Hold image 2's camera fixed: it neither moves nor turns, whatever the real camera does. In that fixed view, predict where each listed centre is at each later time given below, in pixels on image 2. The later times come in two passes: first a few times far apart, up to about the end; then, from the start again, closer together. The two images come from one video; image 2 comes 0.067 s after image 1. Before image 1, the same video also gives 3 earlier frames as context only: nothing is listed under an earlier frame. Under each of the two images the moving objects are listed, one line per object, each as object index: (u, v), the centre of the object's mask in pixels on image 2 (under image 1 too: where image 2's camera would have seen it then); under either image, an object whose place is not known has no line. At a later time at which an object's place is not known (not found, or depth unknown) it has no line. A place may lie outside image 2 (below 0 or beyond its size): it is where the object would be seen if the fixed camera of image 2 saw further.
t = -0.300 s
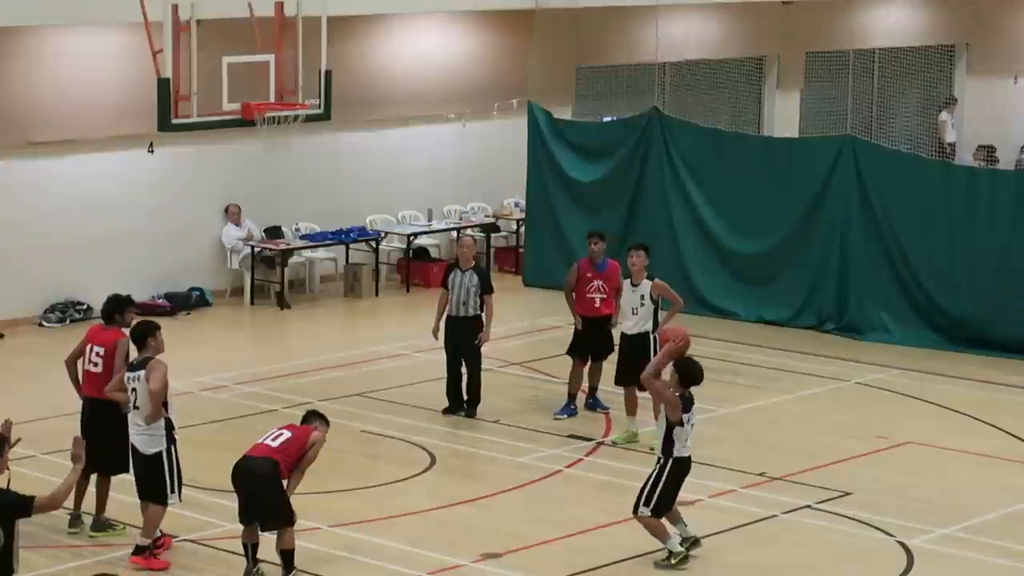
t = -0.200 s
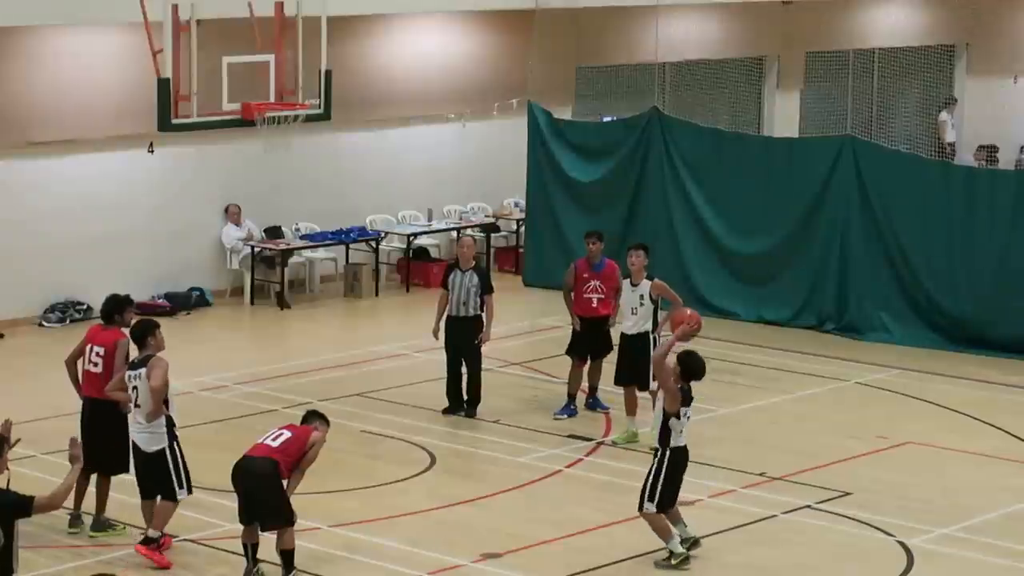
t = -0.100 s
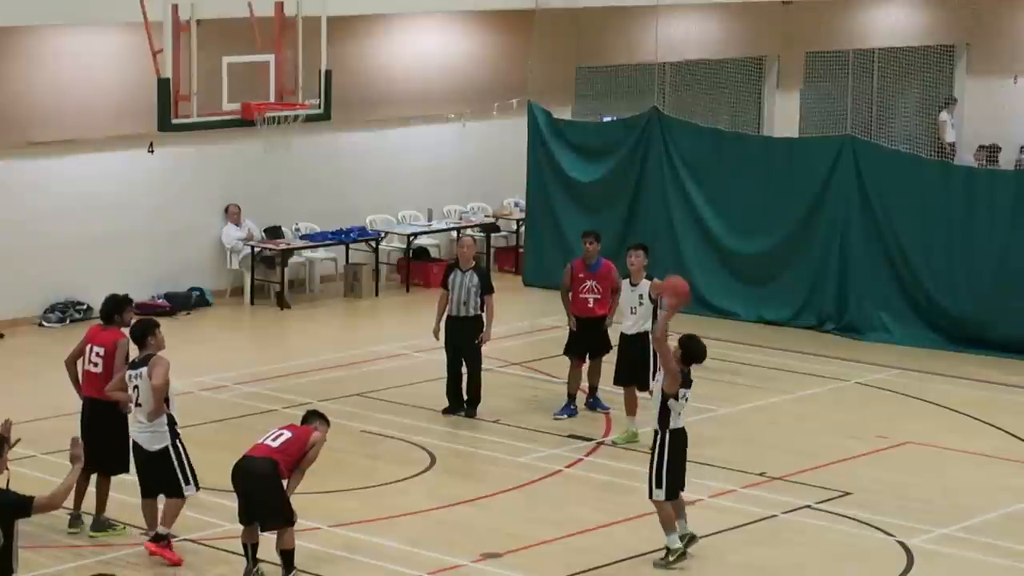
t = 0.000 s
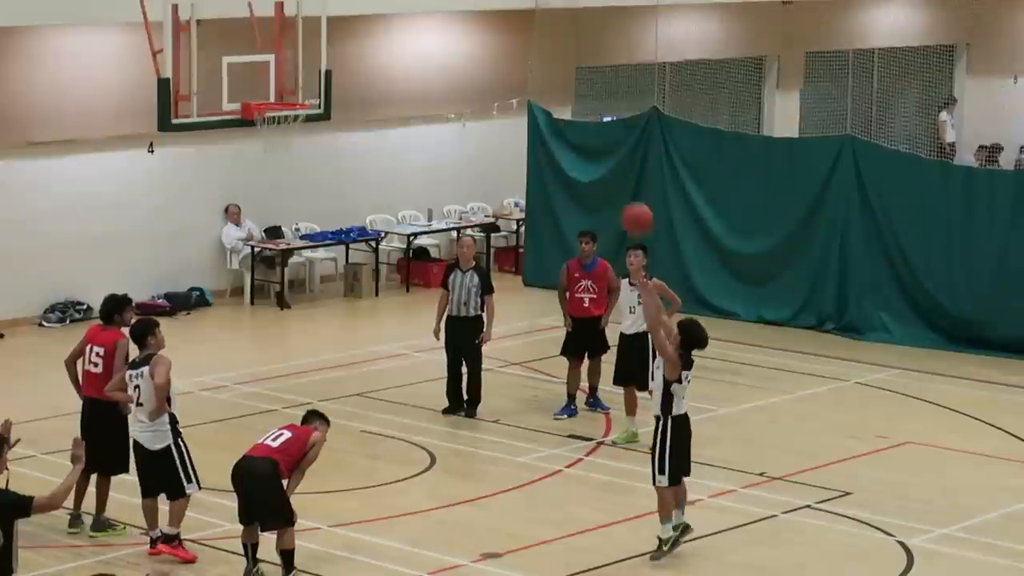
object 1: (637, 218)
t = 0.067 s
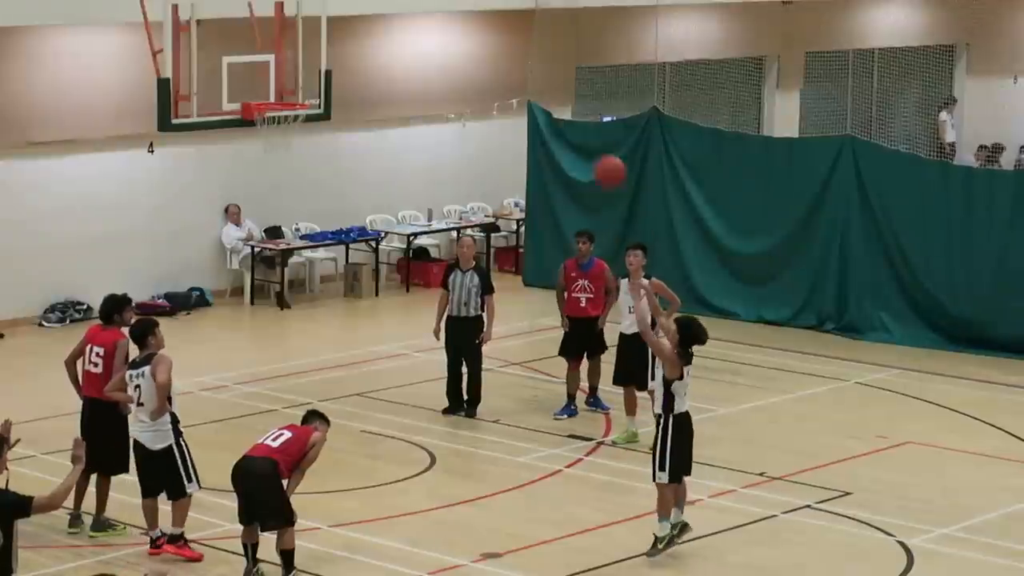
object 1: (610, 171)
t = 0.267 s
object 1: (527, 67)
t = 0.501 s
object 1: (439, 13)
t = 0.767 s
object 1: (344, 36)
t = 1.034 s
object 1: (265, 130)
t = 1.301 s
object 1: (246, 263)
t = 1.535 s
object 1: (230, 439)
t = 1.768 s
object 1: (252, 327)
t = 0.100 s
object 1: (595, 150)
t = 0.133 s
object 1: (582, 131)
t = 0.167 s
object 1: (568, 112)
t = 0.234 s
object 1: (541, 80)
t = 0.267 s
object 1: (527, 67)
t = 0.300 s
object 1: (515, 55)
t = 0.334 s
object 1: (502, 44)
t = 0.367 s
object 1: (489, 36)
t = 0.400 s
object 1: (477, 28)
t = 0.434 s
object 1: (464, 21)
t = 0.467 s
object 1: (452, 16)
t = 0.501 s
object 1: (439, 13)
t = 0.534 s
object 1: (427, 12)
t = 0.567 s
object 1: (415, 12)
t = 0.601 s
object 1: (403, 12)
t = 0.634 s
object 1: (391, 13)
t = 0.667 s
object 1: (379, 16)
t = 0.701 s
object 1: (367, 21)
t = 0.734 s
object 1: (356, 27)
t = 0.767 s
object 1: (344, 36)
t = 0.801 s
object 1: (333, 43)
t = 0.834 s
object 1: (321, 52)
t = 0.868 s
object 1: (311, 63)
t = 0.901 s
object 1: (300, 75)
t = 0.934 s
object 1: (290, 89)
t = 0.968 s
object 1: (280, 97)
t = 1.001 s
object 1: (271, 122)
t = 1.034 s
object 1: (265, 130)
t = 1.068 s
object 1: (263, 144)
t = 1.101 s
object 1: (261, 157)
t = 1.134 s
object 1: (258, 171)
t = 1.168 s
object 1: (256, 187)
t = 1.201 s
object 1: (254, 204)
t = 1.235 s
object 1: (252, 223)
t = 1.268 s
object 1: (250, 243)
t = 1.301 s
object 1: (246, 263)
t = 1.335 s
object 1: (243, 284)
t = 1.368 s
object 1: (242, 308)
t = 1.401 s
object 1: (240, 332)
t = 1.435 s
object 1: (237, 357)
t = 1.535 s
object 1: (230, 439)
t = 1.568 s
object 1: (232, 434)
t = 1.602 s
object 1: (235, 414)
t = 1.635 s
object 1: (238, 395)
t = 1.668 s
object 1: (241, 376)
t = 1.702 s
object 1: (245, 358)
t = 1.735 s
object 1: (248, 342)
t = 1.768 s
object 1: (252, 327)
